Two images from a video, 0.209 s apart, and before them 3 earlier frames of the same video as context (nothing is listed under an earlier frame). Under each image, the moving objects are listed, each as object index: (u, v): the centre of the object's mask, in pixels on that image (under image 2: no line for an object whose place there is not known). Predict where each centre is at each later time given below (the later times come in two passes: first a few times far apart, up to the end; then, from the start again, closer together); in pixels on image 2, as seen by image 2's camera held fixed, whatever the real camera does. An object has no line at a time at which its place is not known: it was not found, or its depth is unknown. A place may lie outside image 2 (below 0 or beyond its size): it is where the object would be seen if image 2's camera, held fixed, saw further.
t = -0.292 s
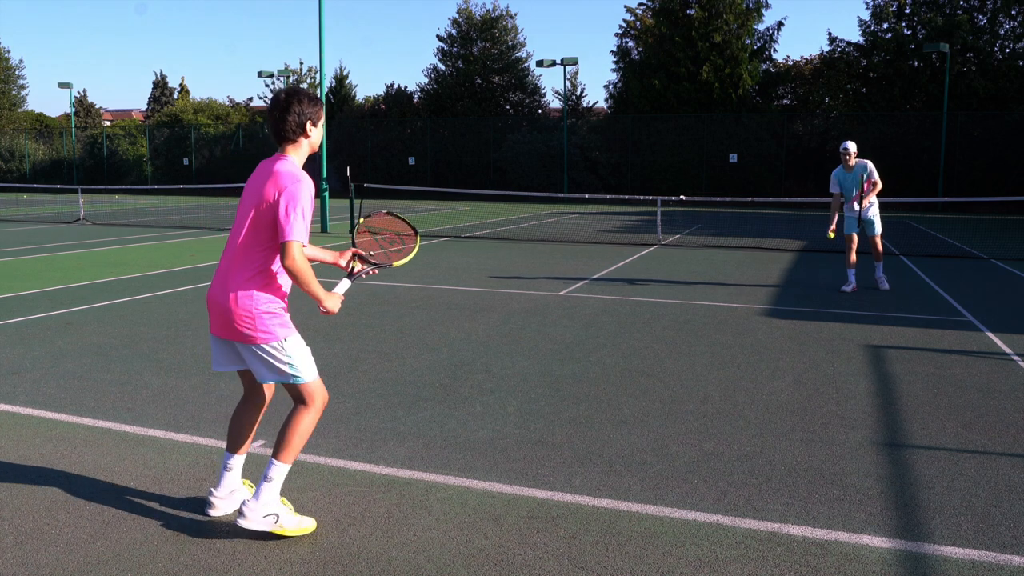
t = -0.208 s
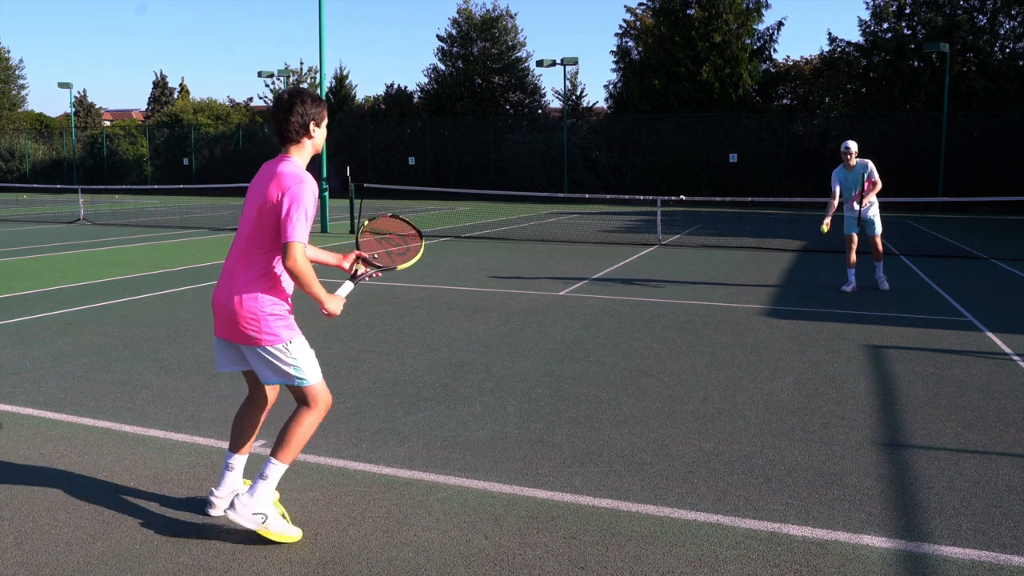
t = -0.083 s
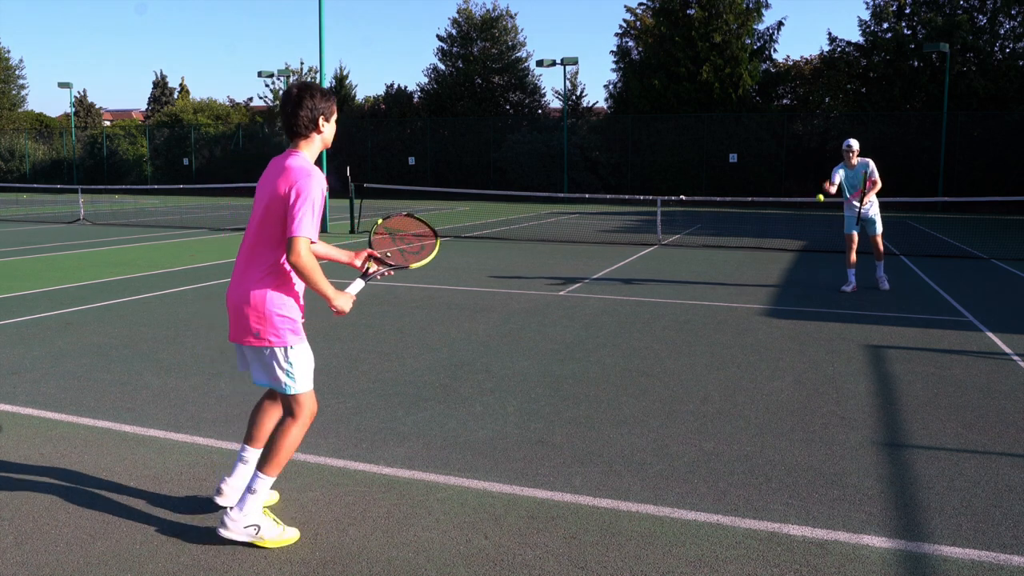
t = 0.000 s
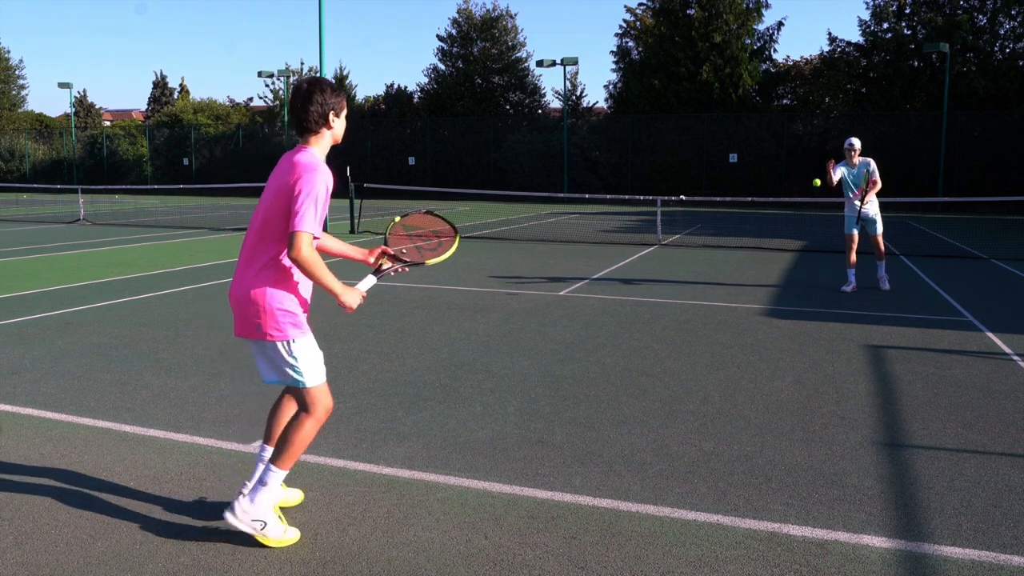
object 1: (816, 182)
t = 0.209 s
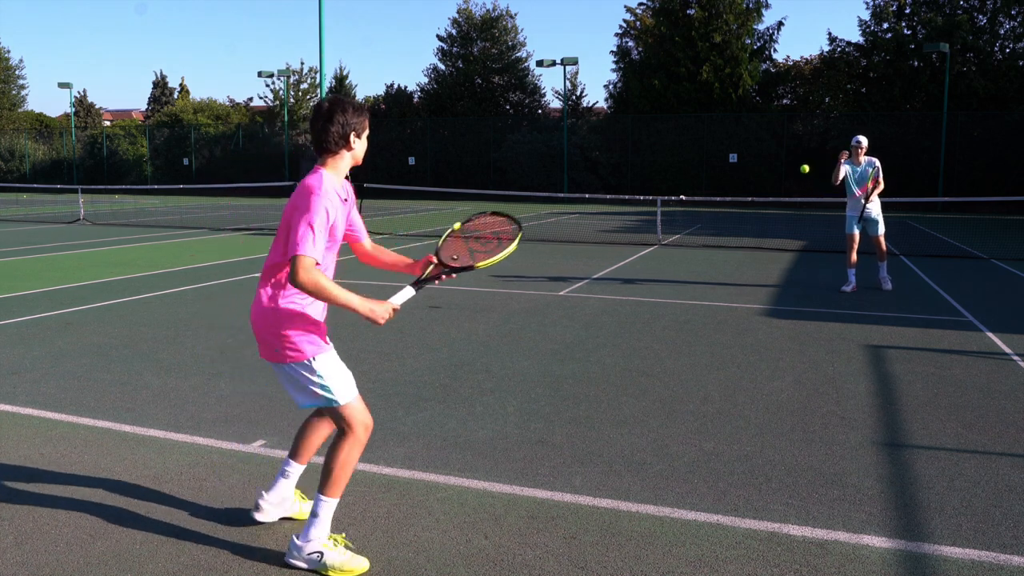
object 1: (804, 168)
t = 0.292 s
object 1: (798, 176)
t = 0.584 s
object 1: (765, 283)
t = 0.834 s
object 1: (738, 341)
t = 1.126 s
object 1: (721, 276)
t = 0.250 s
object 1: (801, 171)
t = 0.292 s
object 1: (798, 176)
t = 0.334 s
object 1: (794, 183)
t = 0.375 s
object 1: (790, 192)
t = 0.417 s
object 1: (786, 204)
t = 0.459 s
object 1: (781, 219)
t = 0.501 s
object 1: (776, 236)
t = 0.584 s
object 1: (765, 283)
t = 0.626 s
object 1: (758, 312)
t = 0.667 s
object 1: (751, 345)
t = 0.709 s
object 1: (743, 383)
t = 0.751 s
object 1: (740, 379)
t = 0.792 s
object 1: (739, 359)
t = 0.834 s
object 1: (738, 341)
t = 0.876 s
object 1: (736, 325)
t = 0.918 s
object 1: (734, 310)
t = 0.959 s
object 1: (732, 298)
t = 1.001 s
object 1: (730, 289)
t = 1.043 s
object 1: (728, 281)
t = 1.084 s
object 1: (725, 277)
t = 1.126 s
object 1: (721, 276)
